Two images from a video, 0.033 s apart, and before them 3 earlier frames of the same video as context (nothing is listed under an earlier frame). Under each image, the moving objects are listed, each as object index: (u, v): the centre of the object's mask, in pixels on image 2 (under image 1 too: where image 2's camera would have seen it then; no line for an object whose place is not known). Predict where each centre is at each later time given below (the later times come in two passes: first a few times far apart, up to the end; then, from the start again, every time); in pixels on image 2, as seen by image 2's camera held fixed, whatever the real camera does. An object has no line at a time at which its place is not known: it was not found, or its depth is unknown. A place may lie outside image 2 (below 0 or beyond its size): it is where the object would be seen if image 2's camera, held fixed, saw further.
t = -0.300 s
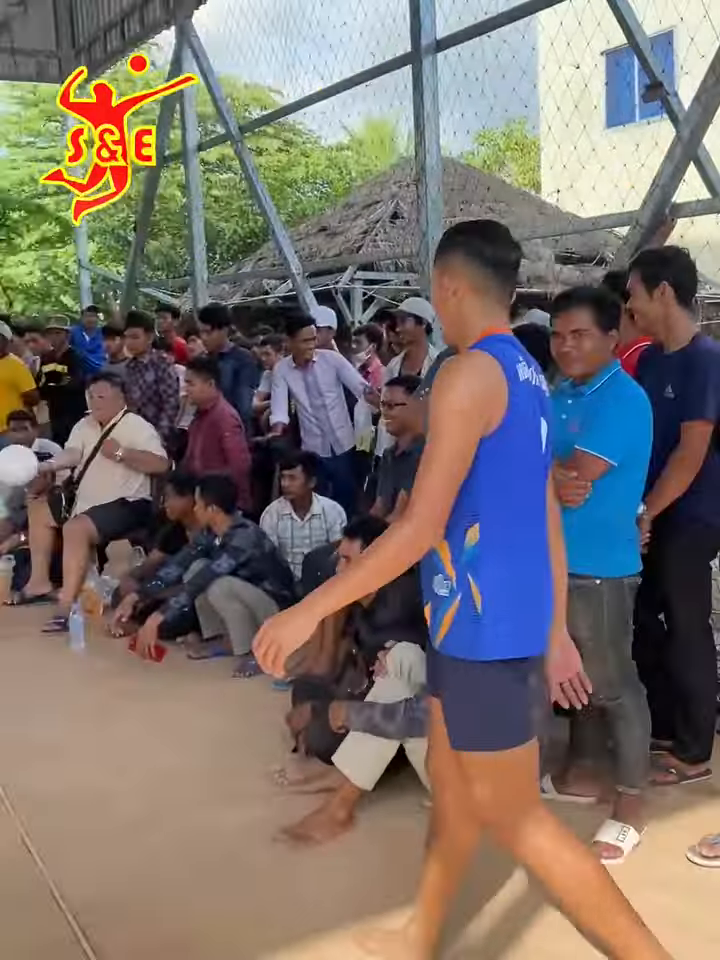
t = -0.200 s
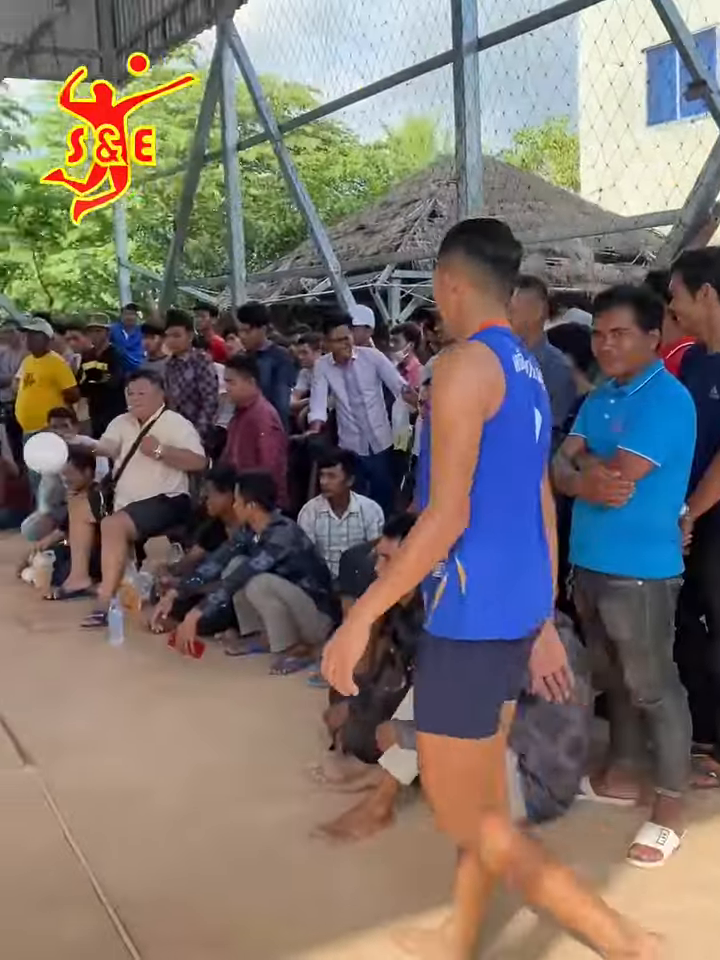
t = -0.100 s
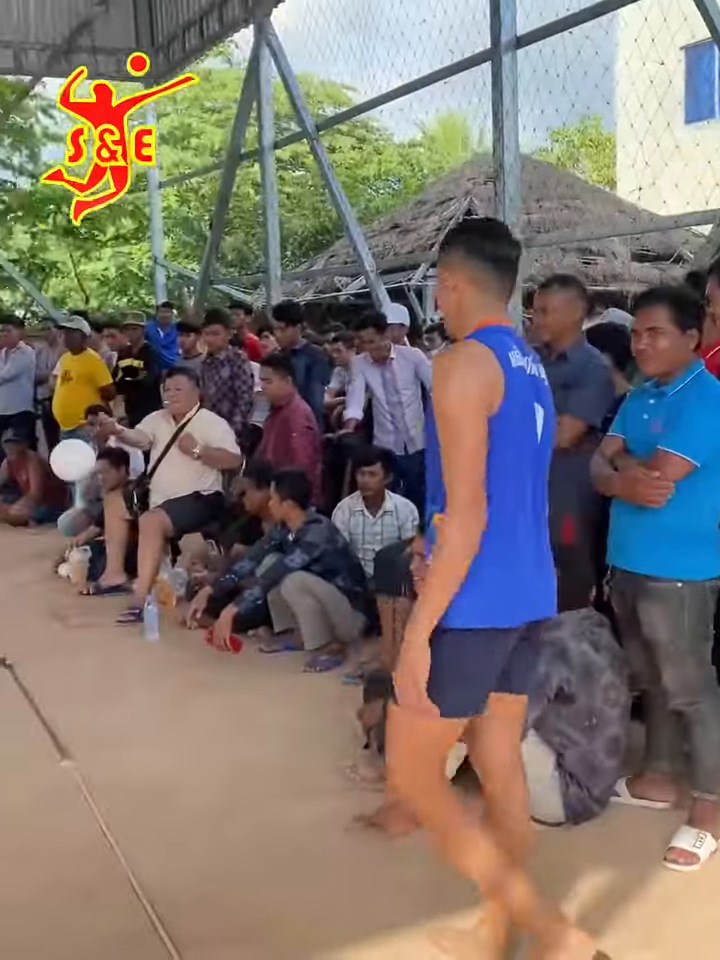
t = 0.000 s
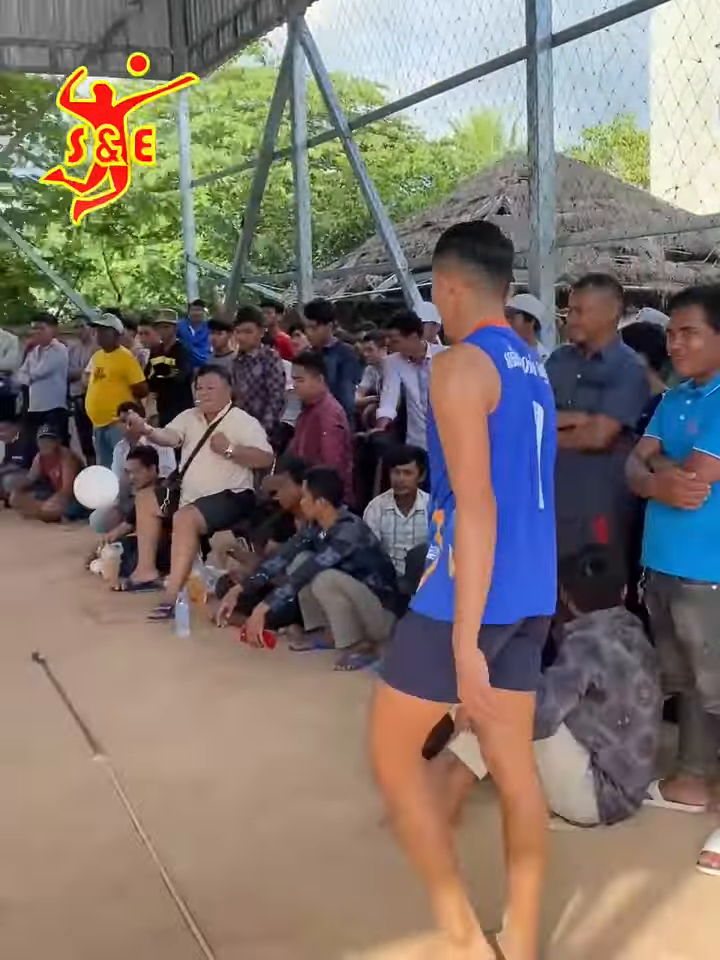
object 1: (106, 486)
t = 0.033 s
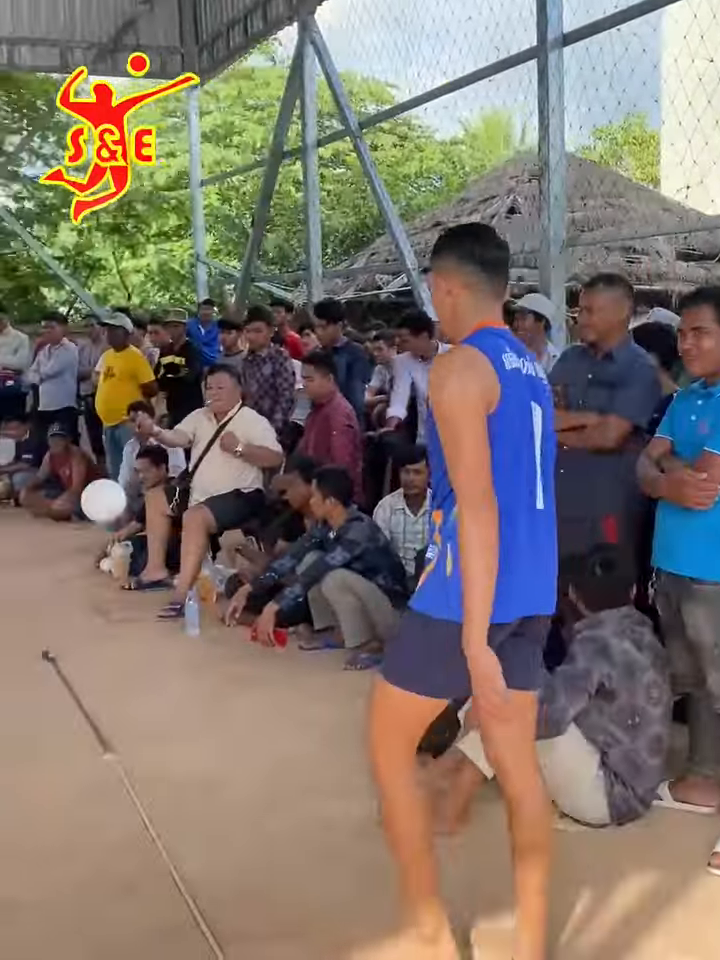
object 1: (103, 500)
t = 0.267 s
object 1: (82, 621)
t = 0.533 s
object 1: (49, 519)
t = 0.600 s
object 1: (42, 517)
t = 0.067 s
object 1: (100, 518)
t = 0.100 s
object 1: (97, 536)
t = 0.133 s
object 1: (95, 558)
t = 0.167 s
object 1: (92, 582)
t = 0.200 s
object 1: (90, 608)
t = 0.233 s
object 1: (86, 637)
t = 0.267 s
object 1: (82, 621)
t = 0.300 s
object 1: (78, 601)
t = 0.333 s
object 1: (74, 583)
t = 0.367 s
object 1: (69, 566)
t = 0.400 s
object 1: (65, 553)
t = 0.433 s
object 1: (61, 541)
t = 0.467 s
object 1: (57, 531)
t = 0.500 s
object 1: (53, 524)
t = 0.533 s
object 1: (49, 519)
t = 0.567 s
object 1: (45, 517)
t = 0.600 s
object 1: (42, 517)
